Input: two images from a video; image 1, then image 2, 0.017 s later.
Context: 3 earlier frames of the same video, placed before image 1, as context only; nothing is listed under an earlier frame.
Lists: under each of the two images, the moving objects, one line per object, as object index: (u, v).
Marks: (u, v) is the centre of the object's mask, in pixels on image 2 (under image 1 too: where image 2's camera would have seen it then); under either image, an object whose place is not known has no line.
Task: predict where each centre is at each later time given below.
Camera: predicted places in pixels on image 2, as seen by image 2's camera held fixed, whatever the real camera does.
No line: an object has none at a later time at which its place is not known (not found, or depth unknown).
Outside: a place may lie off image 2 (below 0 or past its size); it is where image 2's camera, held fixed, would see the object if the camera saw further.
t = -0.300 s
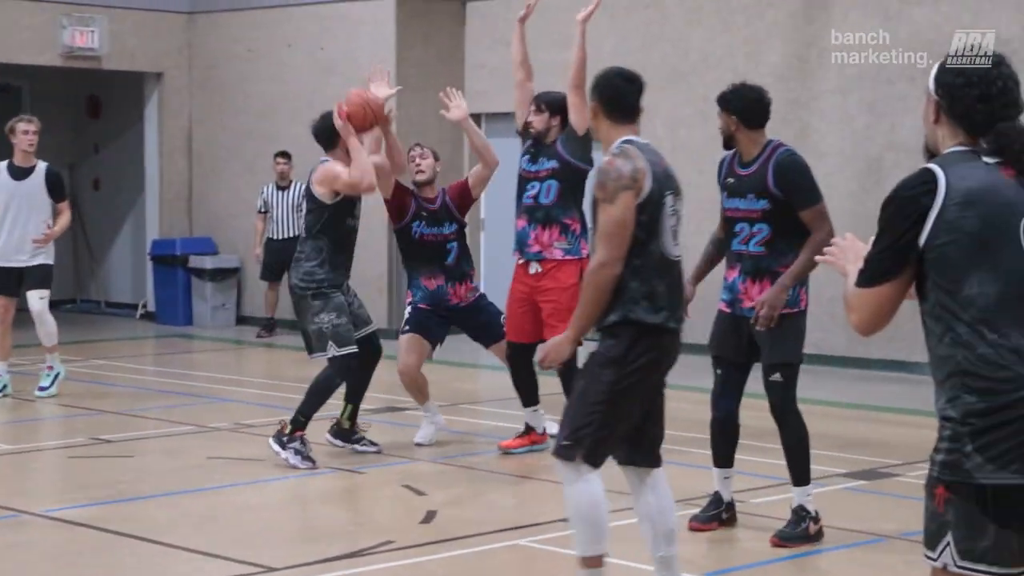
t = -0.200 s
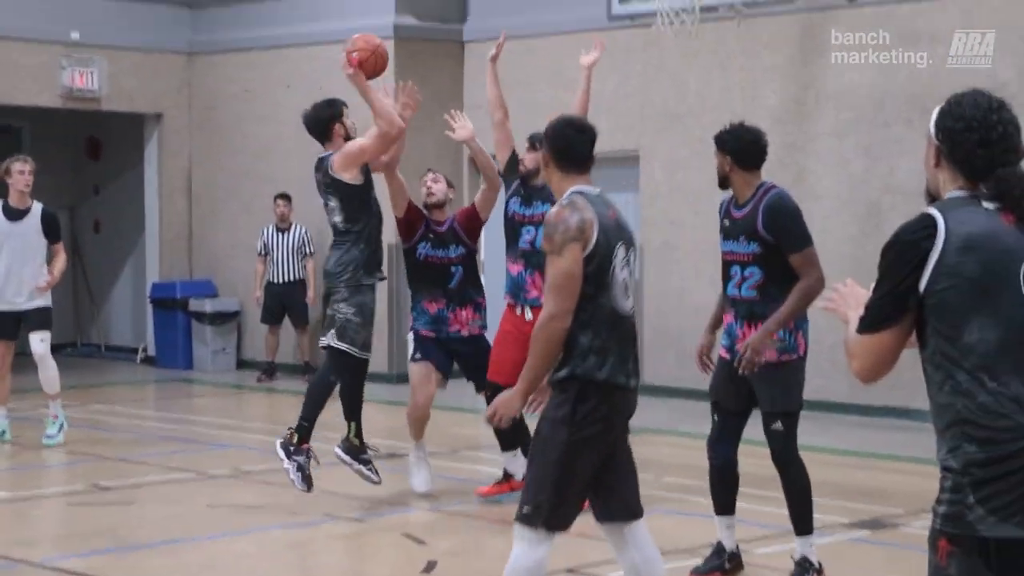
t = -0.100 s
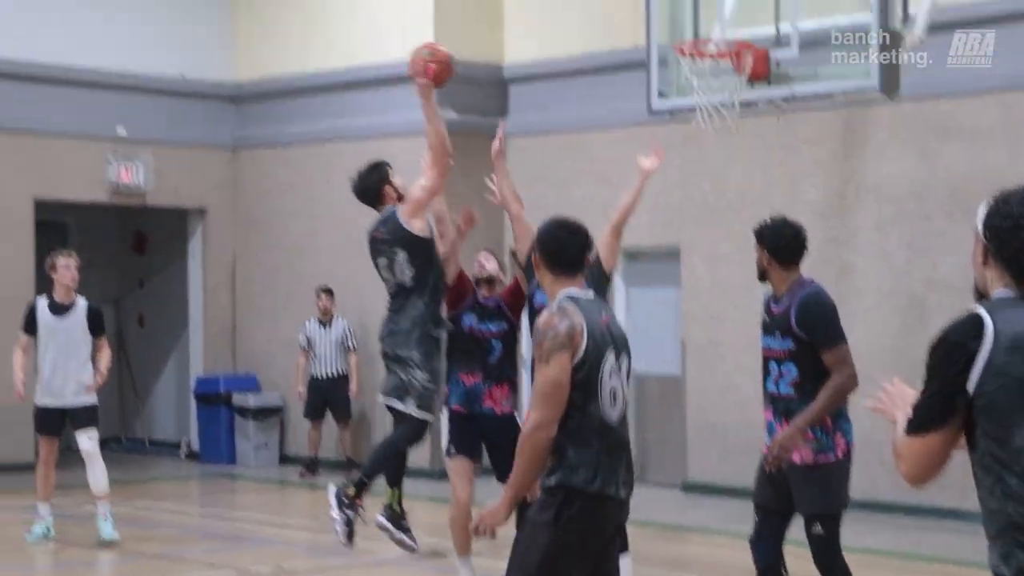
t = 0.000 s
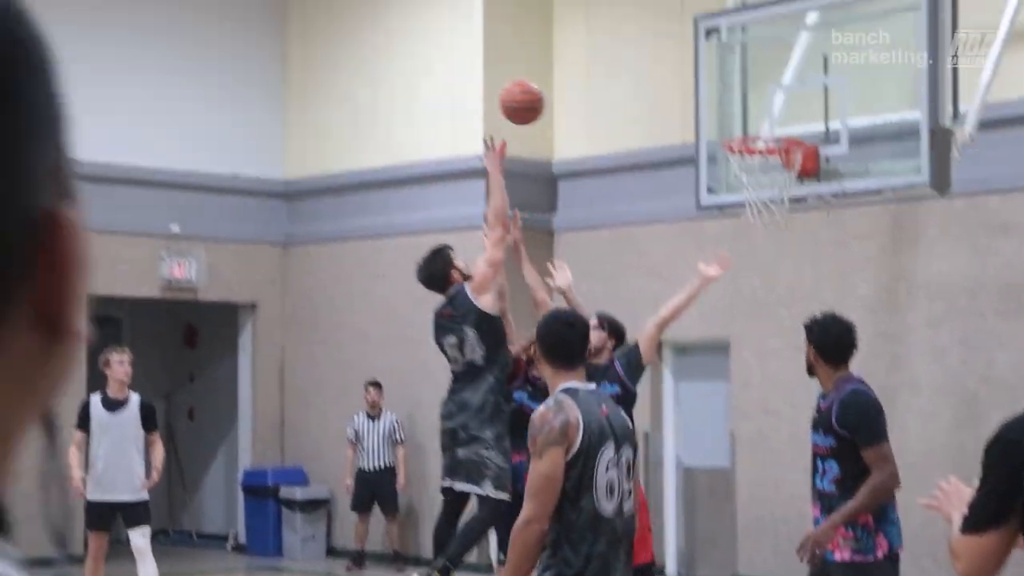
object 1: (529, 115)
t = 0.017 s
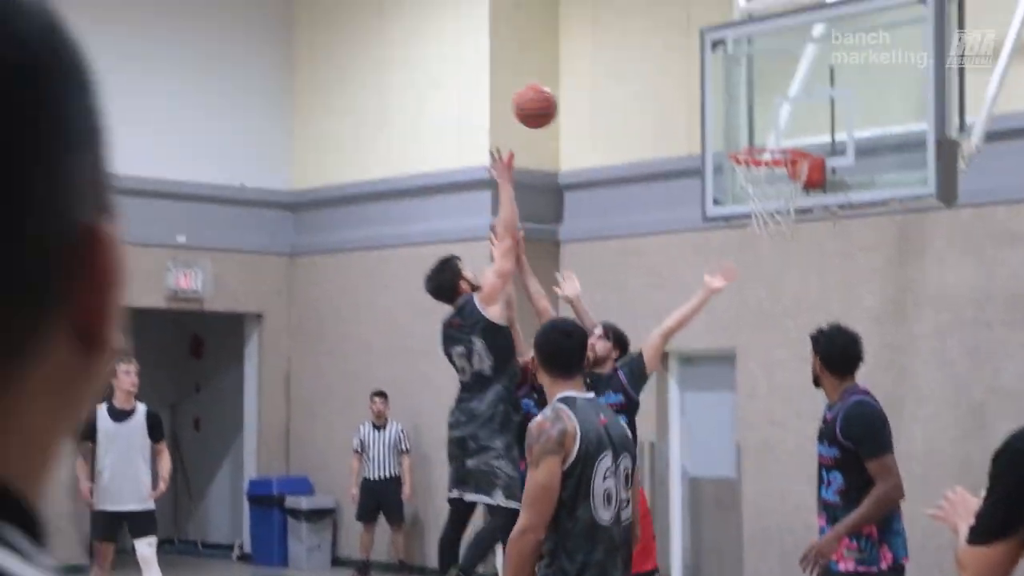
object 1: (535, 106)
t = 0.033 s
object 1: (541, 99)
